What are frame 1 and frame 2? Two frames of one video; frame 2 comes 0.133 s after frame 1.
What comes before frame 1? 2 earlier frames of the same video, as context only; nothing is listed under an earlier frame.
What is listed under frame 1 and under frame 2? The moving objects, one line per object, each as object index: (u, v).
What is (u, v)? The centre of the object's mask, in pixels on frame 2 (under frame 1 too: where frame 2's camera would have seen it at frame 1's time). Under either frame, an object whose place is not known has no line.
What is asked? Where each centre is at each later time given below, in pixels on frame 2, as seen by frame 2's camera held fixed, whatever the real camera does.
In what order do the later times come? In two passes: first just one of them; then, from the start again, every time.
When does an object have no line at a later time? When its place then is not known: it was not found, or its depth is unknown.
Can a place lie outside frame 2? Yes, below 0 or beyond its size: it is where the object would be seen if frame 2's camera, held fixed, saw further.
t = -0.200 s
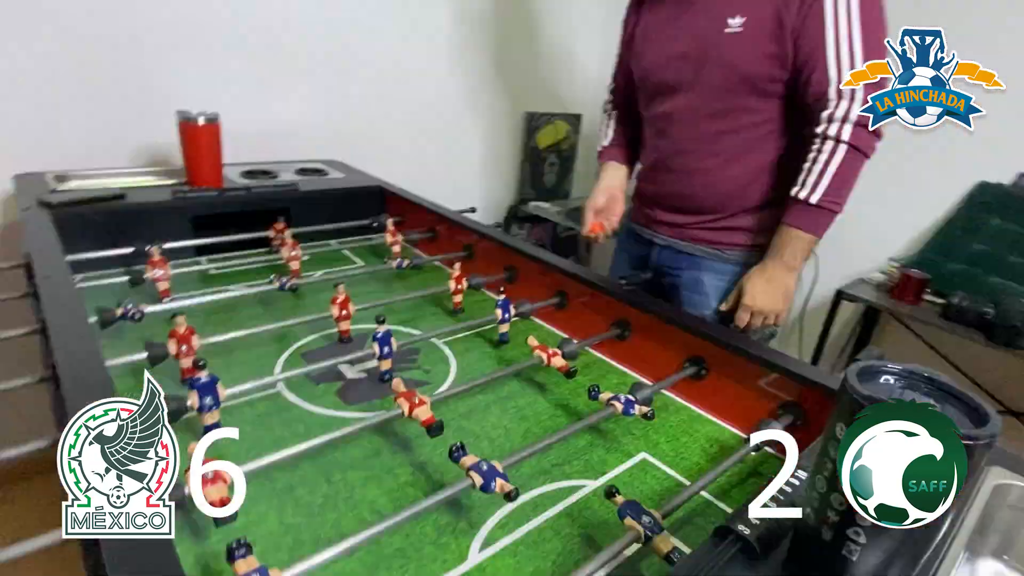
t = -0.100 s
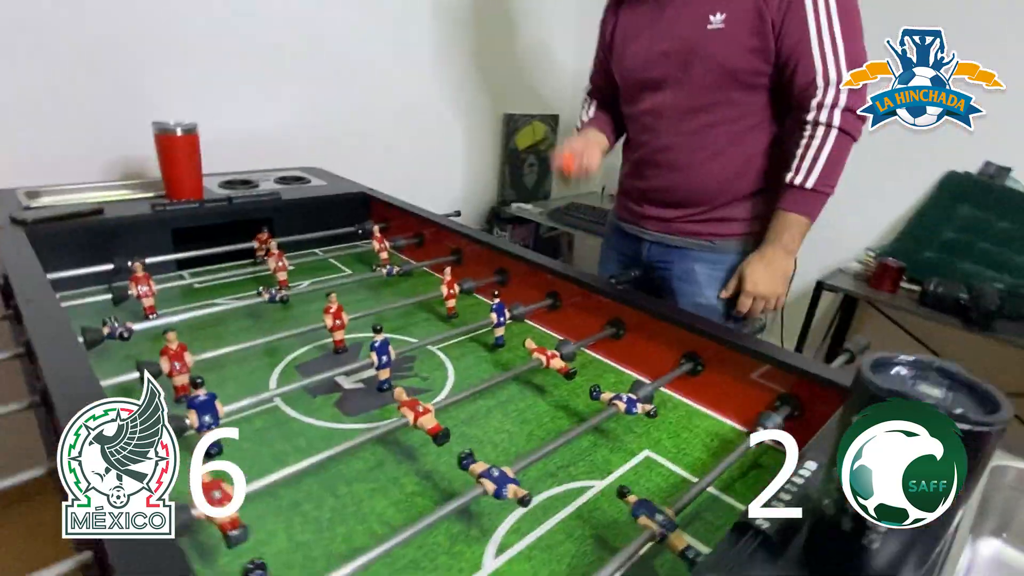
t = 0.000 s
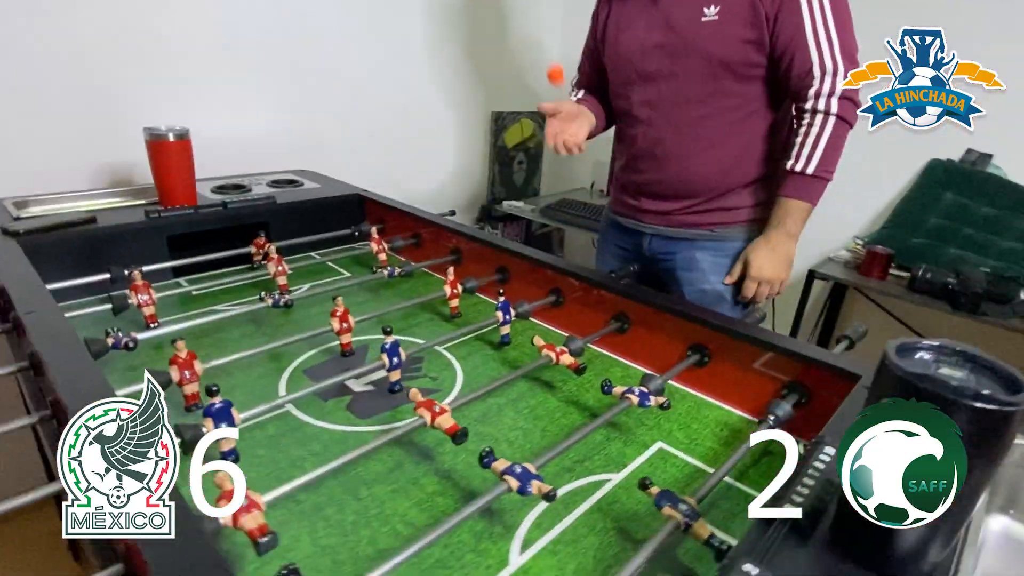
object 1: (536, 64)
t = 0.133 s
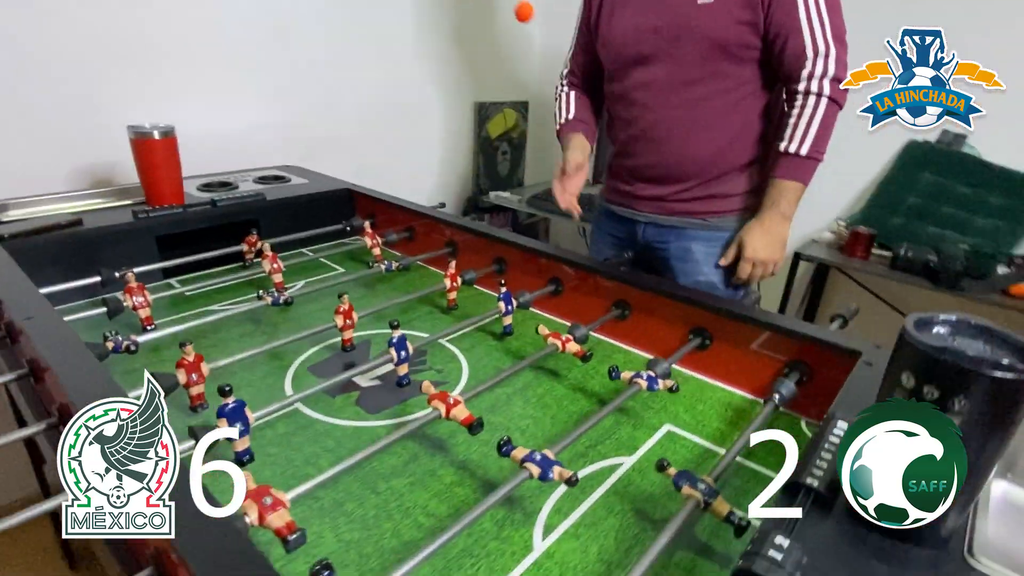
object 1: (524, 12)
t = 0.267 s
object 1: (501, 67)
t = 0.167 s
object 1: (519, 14)
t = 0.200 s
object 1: (514, 24)
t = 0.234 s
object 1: (507, 42)
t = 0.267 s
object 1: (501, 67)
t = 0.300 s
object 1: (494, 102)
